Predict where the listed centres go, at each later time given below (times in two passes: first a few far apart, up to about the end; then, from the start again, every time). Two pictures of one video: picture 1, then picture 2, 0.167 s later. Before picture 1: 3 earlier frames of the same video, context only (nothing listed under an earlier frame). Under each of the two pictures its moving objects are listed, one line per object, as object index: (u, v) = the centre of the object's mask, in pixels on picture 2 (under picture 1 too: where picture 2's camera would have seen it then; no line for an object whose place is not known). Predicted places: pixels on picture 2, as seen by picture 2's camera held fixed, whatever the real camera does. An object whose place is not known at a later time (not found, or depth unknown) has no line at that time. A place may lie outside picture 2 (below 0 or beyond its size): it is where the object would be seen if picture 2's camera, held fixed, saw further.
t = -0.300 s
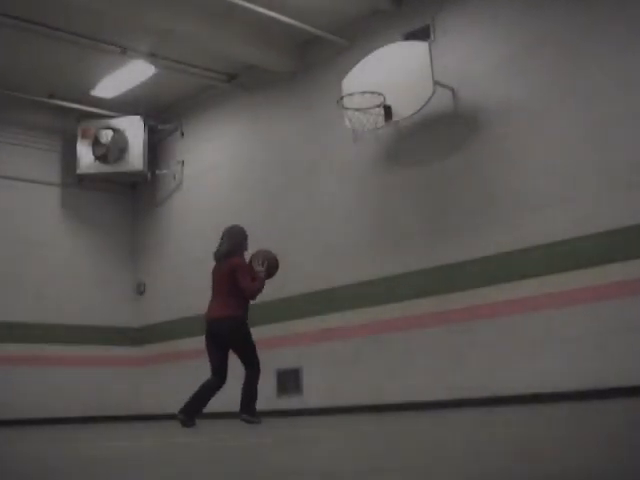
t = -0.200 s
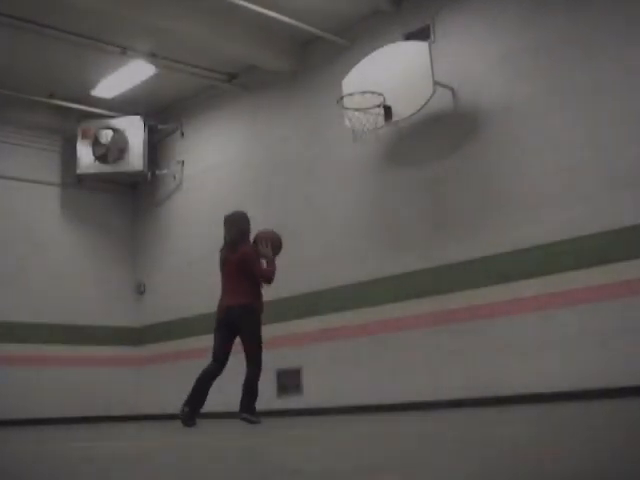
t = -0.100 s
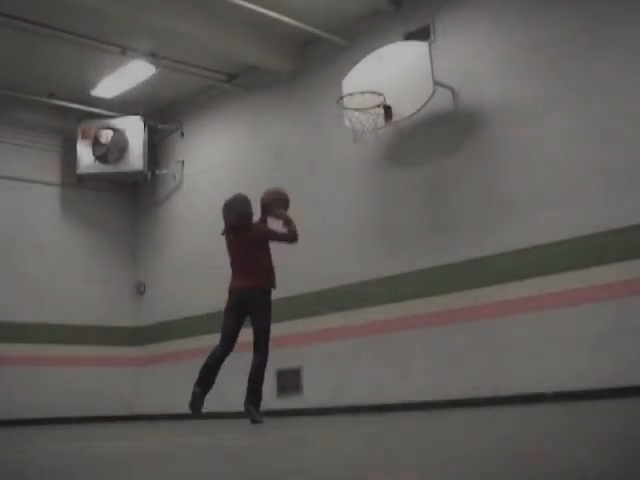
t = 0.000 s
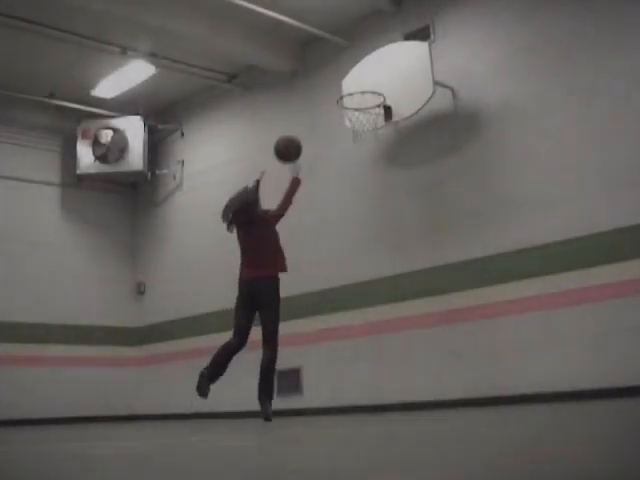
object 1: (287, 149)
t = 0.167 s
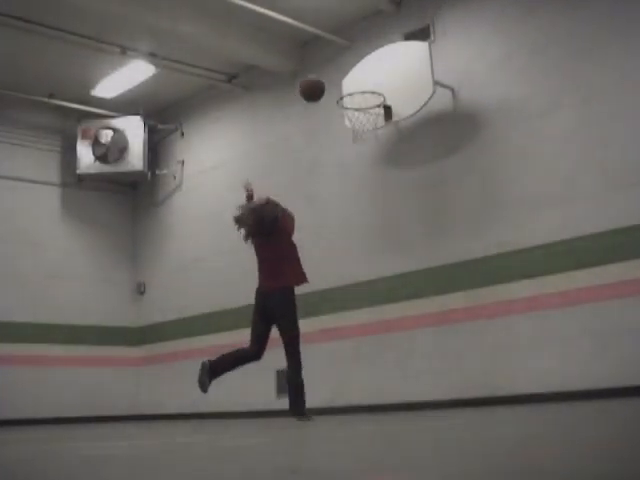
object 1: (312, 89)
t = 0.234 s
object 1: (321, 75)
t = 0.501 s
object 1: (356, 67)
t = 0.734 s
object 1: (352, 97)
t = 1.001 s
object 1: (358, 77)
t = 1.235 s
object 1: (377, 102)
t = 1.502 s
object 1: (408, 207)
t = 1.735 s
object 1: (444, 385)
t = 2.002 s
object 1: (450, 262)
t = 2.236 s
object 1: (459, 200)
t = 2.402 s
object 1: (470, 198)
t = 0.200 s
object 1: (316, 82)
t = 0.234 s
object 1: (321, 75)
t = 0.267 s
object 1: (325, 70)
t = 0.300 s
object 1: (330, 66)
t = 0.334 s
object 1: (334, 64)
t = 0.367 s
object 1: (338, 62)
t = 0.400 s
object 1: (343, 62)
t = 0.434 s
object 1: (347, 63)
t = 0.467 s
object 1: (351, 64)
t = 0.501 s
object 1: (356, 67)
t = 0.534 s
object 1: (360, 71)
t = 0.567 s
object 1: (365, 75)
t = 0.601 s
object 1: (369, 81)
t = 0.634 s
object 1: (367, 84)
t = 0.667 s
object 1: (362, 87)
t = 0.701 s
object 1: (357, 92)
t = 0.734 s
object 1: (352, 97)
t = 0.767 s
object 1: (350, 95)
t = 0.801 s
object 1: (349, 93)
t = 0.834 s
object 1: (347, 92)
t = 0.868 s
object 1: (349, 87)
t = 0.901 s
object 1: (351, 83)
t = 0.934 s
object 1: (353, 80)
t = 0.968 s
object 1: (356, 78)
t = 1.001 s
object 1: (358, 77)
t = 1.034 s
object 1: (360, 77)
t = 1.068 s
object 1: (363, 78)
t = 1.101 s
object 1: (366, 81)
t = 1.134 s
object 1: (368, 84)
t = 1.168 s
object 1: (371, 89)
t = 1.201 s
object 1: (374, 95)
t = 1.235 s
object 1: (377, 102)
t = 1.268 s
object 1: (381, 111)
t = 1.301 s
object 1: (384, 119)
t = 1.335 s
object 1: (388, 131)
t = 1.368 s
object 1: (392, 143)
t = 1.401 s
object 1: (396, 156)
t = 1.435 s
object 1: (399, 172)
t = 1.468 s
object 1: (404, 189)
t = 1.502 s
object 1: (408, 207)
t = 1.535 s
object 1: (412, 227)
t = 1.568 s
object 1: (417, 249)
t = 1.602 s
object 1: (422, 273)
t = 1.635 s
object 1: (428, 300)
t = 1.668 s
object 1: (433, 326)
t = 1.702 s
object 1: (438, 354)
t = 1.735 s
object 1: (444, 385)
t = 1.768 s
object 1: (446, 388)
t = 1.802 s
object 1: (447, 367)
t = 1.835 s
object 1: (447, 346)
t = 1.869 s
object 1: (447, 326)
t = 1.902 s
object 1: (448, 309)
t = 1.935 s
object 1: (449, 293)
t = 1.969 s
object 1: (450, 276)
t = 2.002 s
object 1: (450, 262)
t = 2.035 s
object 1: (452, 249)
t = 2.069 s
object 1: (452, 237)
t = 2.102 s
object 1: (453, 227)
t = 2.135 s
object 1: (454, 218)
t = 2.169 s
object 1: (456, 211)
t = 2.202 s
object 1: (457, 205)
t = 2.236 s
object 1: (459, 200)
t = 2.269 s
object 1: (460, 197)
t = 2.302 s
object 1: (462, 195)
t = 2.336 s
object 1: (465, 194)
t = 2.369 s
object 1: (467, 196)
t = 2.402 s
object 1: (470, 198)
